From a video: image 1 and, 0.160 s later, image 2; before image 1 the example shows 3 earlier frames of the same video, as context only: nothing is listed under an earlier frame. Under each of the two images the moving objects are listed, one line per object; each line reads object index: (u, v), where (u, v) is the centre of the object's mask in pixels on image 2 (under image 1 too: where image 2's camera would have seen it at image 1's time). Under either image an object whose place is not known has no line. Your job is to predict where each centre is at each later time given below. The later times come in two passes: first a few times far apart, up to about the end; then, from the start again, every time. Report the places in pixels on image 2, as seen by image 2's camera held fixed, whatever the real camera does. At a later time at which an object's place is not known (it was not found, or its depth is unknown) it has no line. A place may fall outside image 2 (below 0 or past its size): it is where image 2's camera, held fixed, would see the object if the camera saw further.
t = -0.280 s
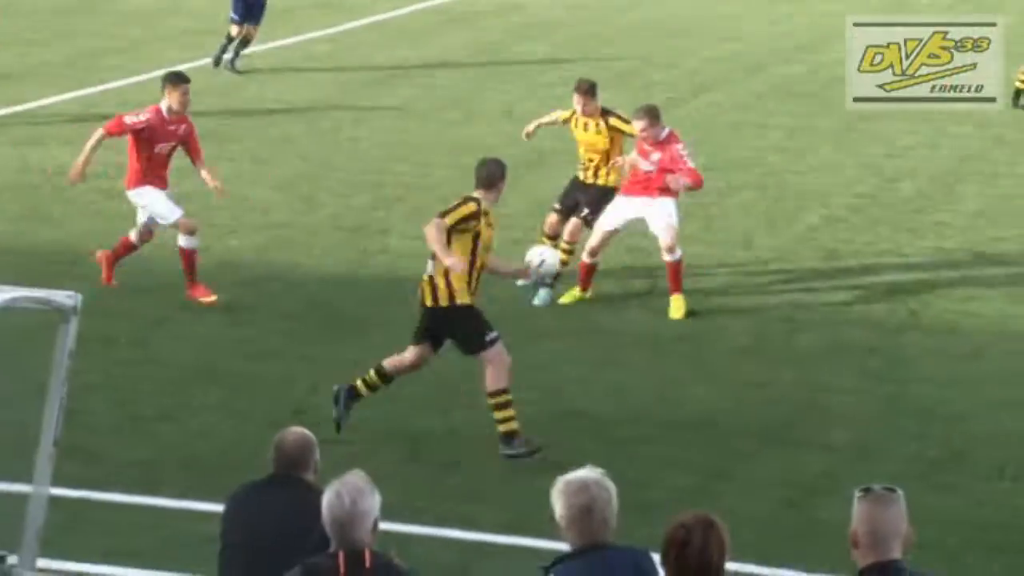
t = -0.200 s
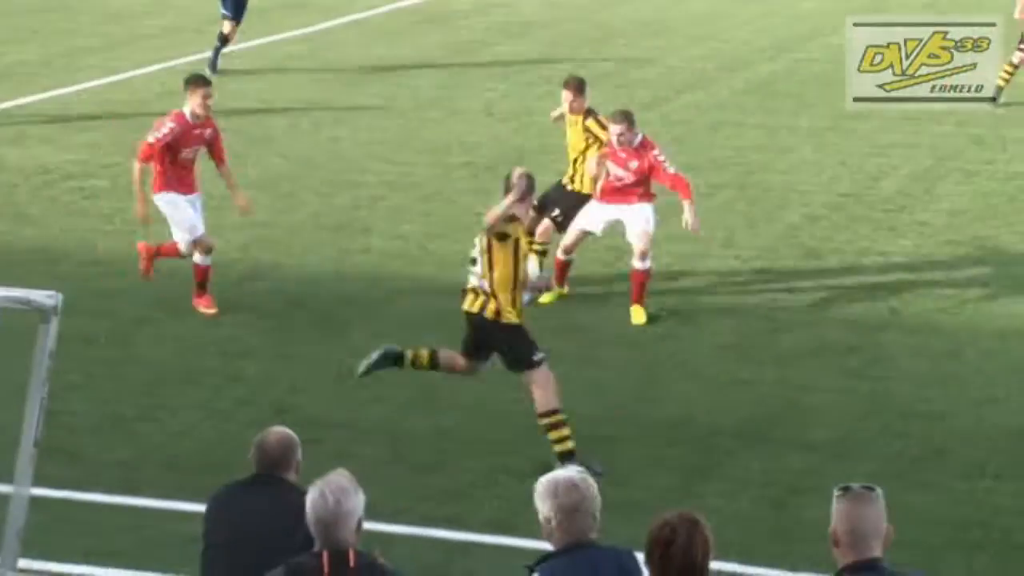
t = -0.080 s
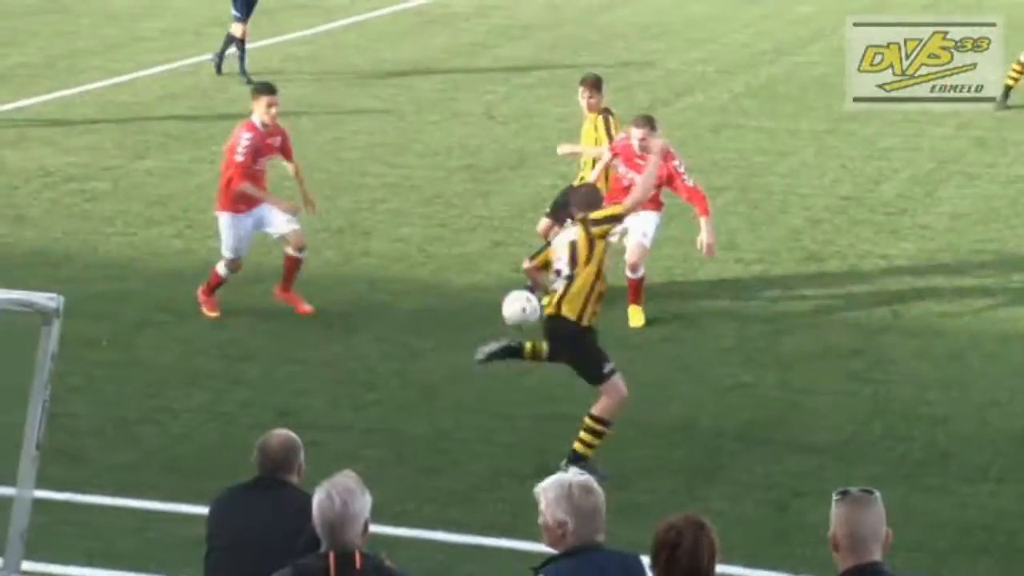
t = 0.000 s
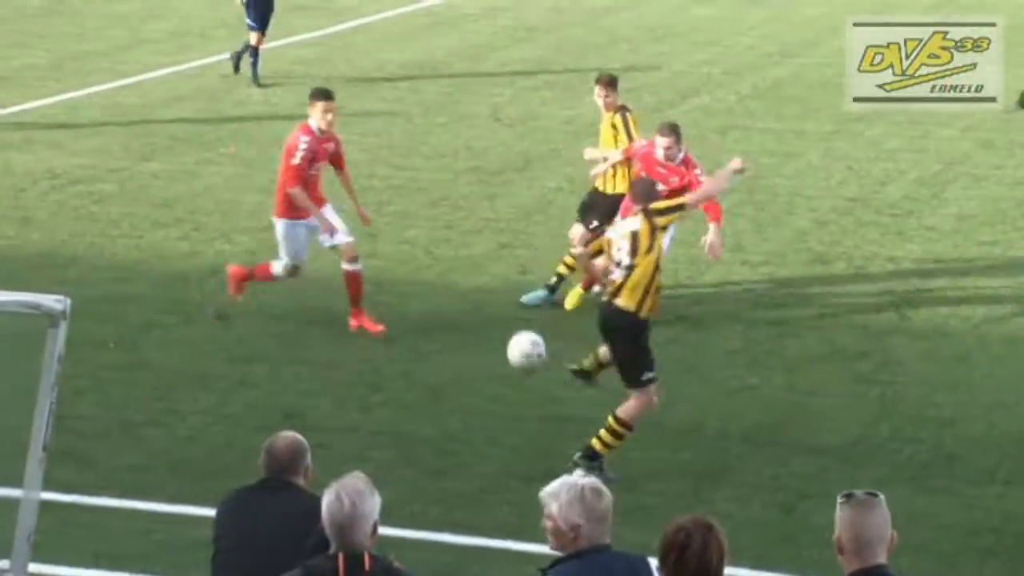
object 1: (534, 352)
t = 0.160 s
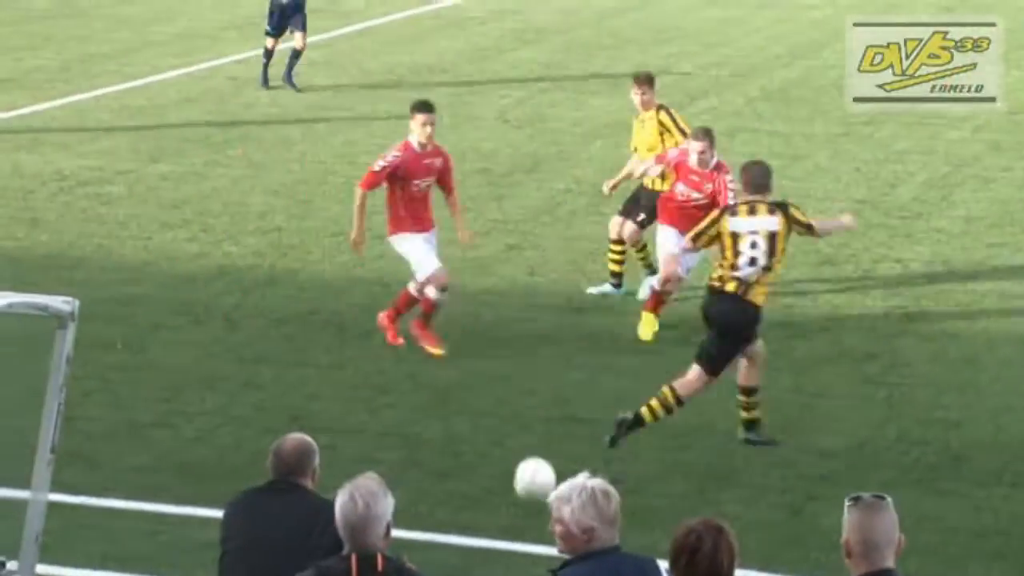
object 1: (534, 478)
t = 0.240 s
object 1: (534, 499)
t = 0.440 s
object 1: (537, 497)
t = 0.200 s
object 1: (533, 506)
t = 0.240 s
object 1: (534, 499)
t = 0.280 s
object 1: (535, 491)
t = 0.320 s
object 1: (536, 487)
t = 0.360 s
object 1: (537, 488)
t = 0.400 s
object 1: (536, 490)
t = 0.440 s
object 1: (537, 497)
